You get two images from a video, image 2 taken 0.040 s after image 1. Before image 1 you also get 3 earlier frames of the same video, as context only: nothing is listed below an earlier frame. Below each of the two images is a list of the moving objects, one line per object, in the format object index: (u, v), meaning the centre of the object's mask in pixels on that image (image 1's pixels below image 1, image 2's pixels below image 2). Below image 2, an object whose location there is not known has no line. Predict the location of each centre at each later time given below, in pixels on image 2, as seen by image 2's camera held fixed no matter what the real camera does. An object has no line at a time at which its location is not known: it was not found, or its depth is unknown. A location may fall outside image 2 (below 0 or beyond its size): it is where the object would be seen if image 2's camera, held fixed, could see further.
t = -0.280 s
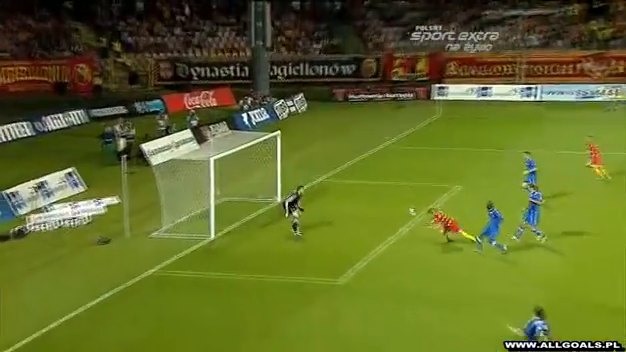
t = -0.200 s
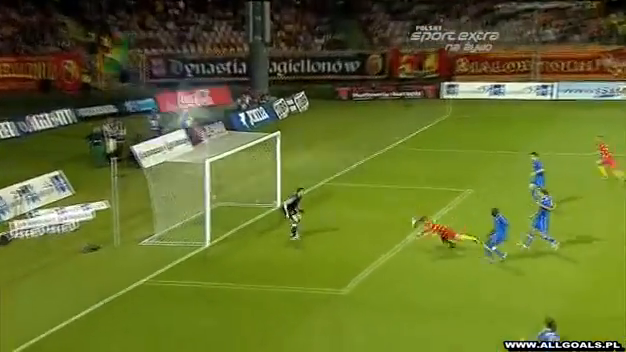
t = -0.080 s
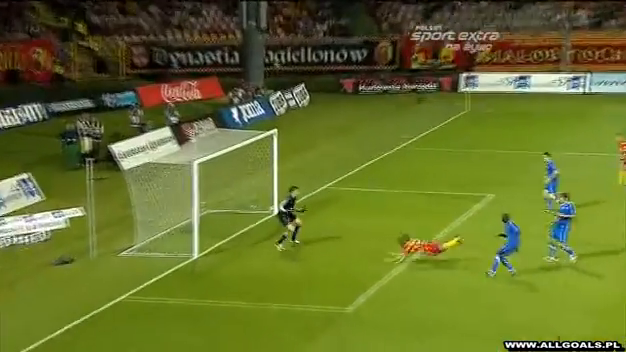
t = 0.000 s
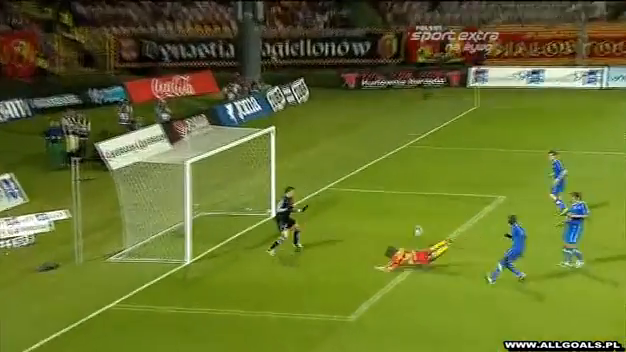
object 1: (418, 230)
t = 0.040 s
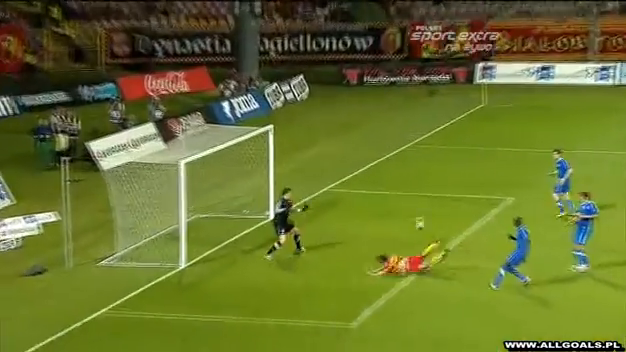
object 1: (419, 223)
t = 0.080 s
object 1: (417, 212)
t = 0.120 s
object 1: (415, 202)
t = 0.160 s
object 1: (415, 196)
